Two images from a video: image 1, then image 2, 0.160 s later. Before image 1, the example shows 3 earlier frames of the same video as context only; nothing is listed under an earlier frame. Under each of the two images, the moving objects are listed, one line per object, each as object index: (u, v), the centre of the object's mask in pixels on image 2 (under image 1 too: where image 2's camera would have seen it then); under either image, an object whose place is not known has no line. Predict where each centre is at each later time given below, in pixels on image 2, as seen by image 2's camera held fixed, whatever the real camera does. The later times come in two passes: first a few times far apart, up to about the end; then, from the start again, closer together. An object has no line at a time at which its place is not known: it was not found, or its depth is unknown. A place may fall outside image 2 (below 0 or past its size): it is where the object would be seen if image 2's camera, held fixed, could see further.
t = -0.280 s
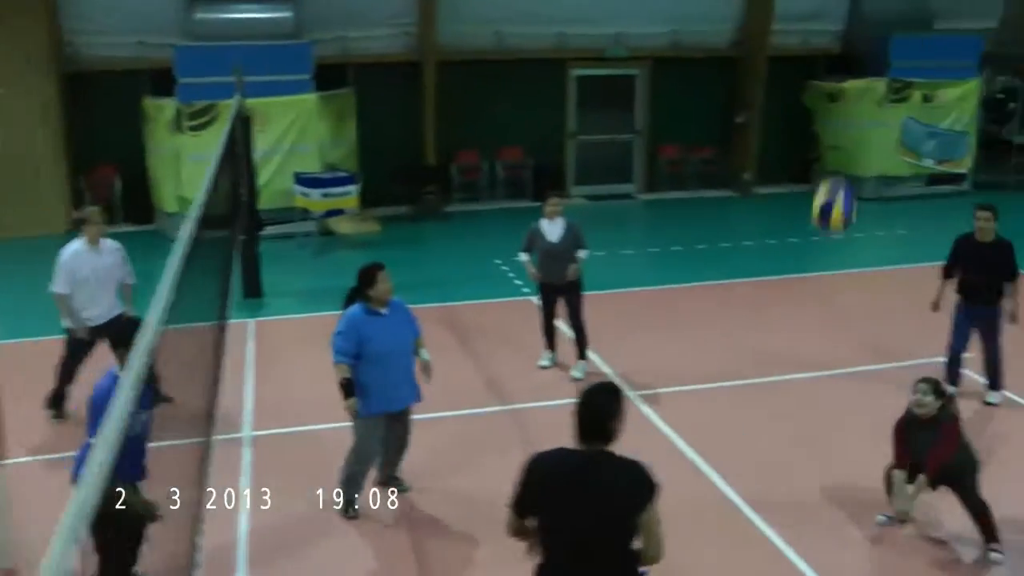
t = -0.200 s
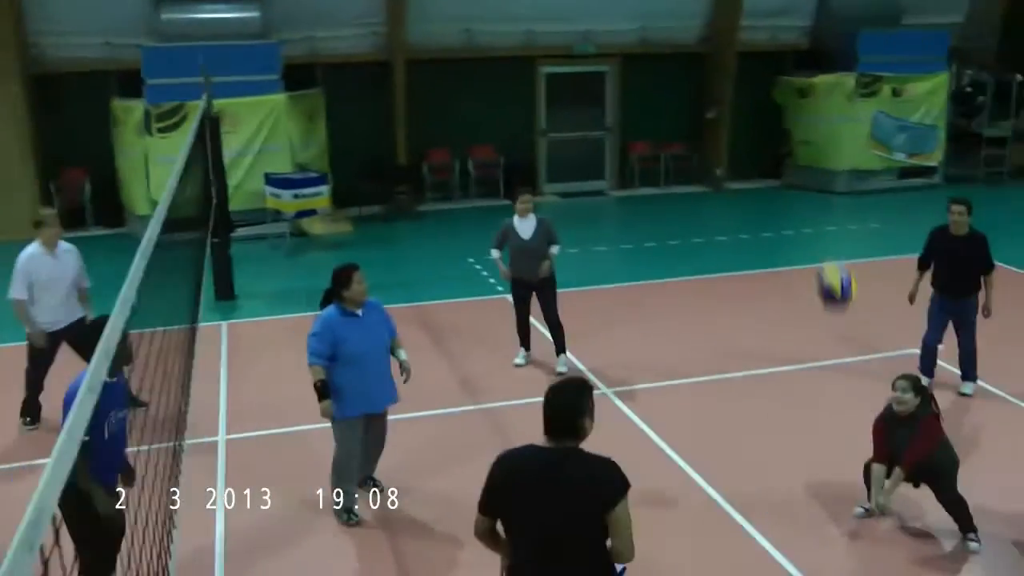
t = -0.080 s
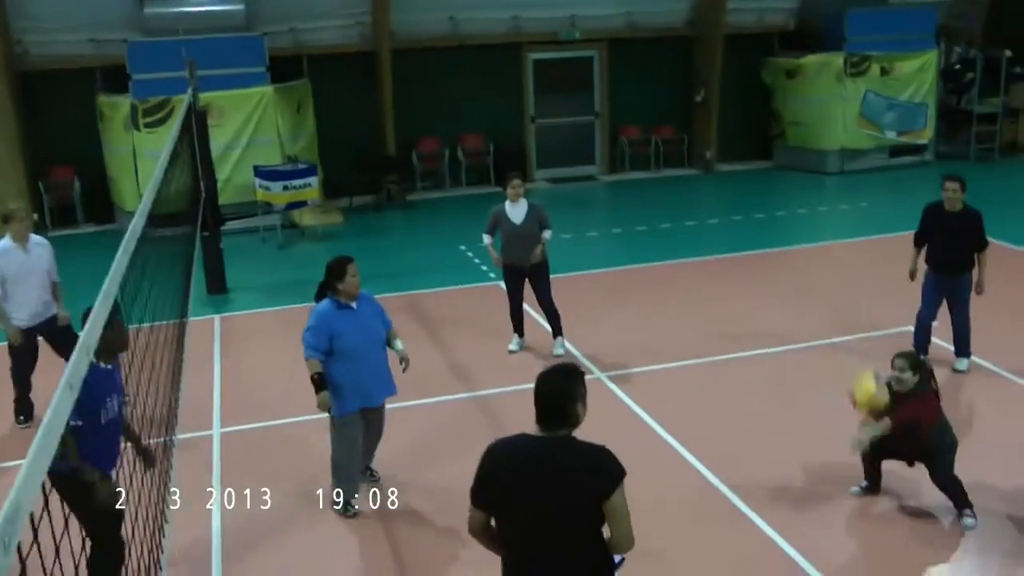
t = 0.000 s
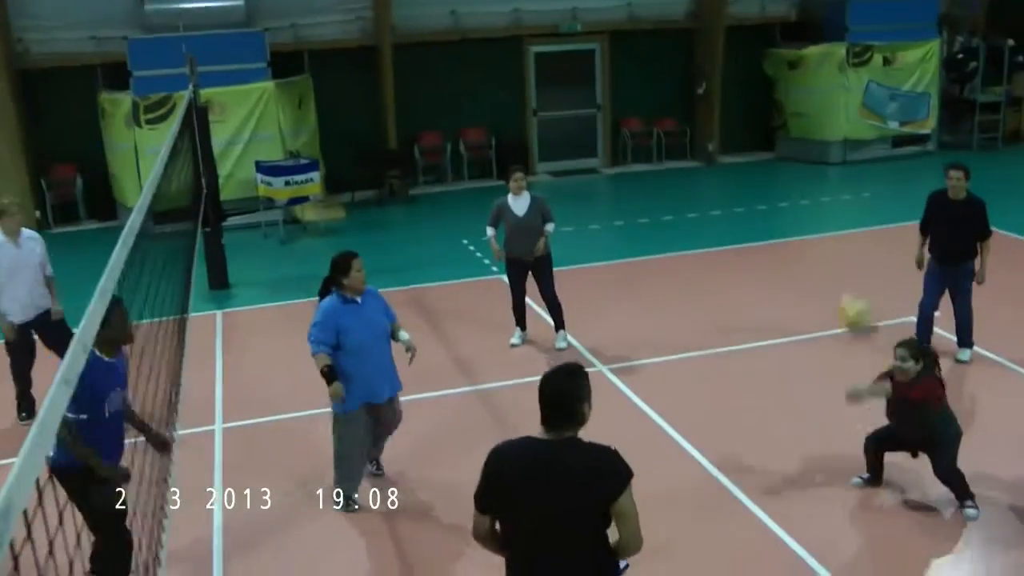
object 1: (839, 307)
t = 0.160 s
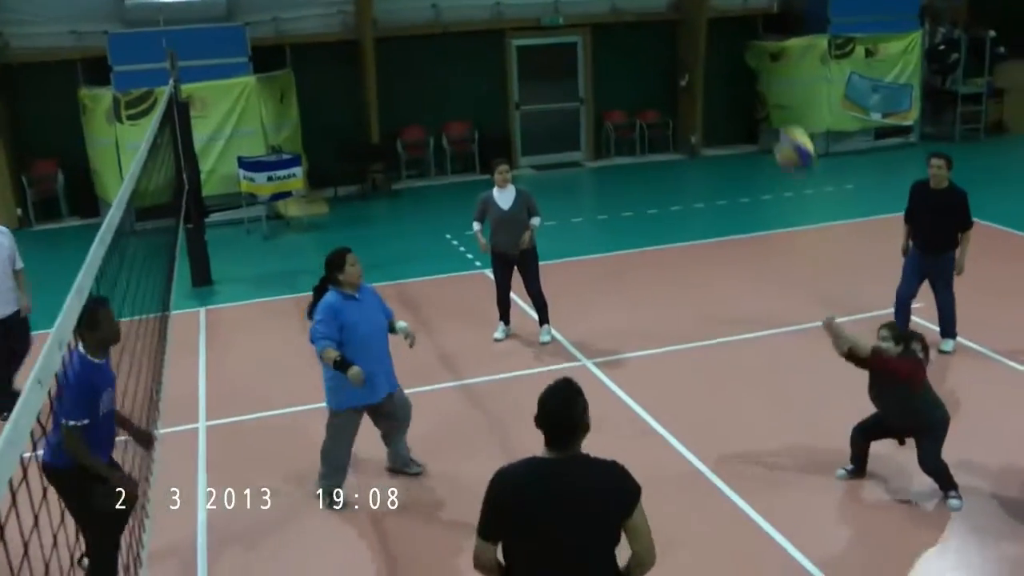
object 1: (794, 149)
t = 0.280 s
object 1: (759, 62)
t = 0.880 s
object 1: (584, 23)
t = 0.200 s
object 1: (781, 114)
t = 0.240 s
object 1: (769, 86)
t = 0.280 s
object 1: (759, 62)
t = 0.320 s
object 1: (747, 39)
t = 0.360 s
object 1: (735, 21)
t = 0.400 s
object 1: (722, 3)
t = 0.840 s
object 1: (593, 8)
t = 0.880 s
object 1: (584, 23)
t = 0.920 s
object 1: (574, 45)
